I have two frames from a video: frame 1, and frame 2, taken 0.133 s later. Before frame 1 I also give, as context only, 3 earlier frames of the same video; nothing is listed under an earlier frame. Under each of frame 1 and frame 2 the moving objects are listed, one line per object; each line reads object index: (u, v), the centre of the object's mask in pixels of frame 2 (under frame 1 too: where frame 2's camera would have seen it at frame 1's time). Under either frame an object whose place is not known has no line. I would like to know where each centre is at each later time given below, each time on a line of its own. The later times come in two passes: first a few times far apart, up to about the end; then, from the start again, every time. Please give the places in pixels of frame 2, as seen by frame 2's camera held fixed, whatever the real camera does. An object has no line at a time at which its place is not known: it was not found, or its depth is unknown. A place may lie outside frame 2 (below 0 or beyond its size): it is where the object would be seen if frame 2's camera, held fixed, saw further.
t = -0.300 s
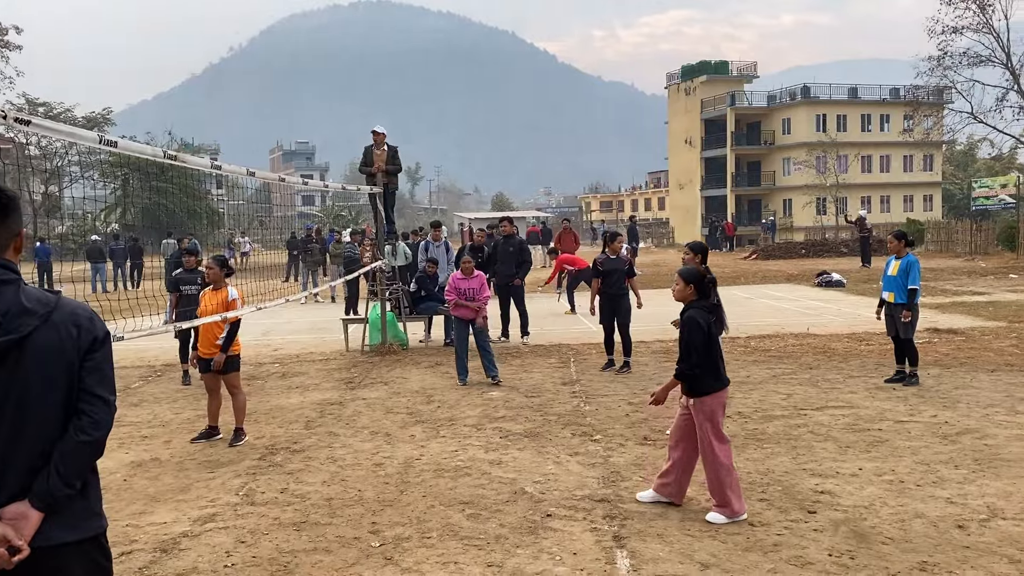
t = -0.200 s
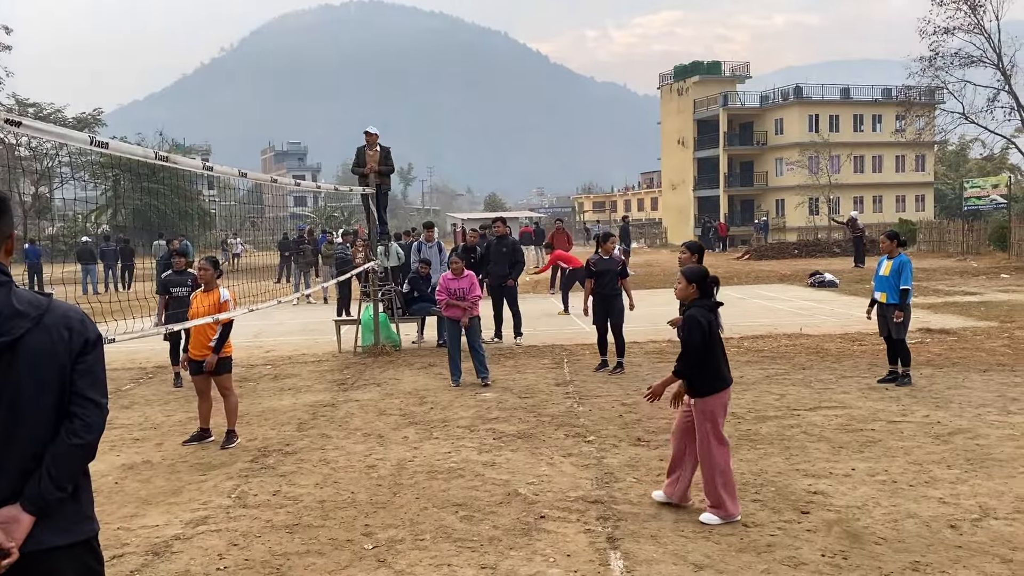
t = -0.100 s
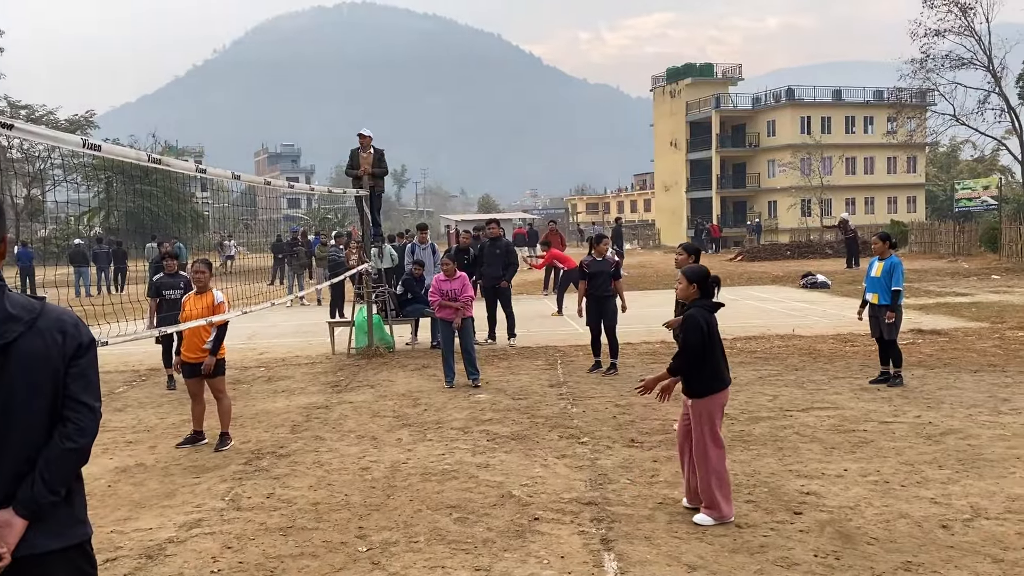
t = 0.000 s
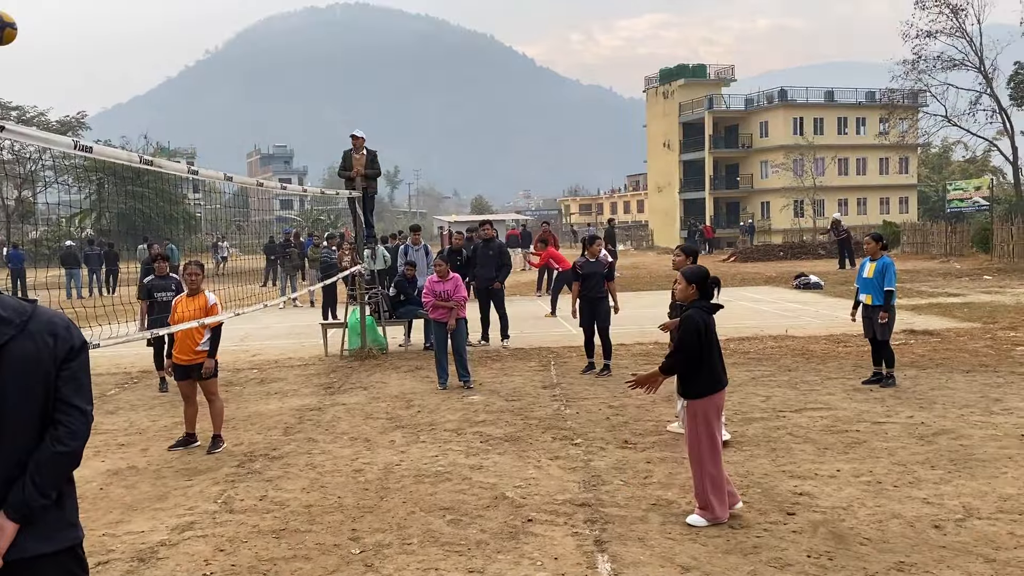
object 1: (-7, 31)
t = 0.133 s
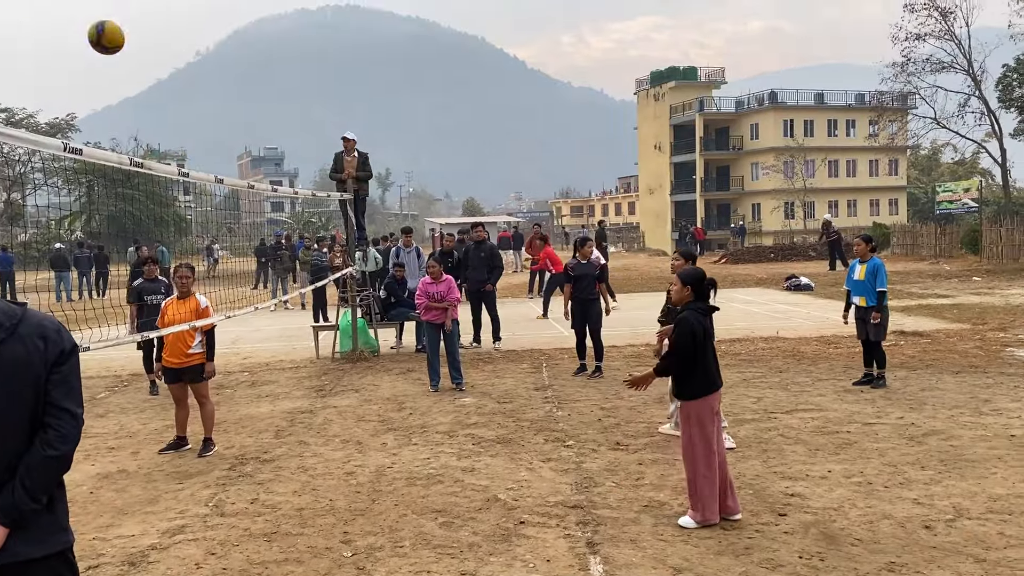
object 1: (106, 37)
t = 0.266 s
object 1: (219, 73)
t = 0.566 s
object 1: (452, 238)
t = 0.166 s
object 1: (135, 44)
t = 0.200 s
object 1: (163, 52)
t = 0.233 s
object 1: (192, 62)
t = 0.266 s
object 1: (219, 73)
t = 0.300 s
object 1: (246, 86)
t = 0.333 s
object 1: (273, 100)
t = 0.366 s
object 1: (300, 116)
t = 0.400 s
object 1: (326, 133)
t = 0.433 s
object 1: (353, 153)
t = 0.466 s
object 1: (378, 172)
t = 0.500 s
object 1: (403, 193)
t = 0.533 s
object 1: (428, 215)
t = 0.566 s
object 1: (452, 238)
